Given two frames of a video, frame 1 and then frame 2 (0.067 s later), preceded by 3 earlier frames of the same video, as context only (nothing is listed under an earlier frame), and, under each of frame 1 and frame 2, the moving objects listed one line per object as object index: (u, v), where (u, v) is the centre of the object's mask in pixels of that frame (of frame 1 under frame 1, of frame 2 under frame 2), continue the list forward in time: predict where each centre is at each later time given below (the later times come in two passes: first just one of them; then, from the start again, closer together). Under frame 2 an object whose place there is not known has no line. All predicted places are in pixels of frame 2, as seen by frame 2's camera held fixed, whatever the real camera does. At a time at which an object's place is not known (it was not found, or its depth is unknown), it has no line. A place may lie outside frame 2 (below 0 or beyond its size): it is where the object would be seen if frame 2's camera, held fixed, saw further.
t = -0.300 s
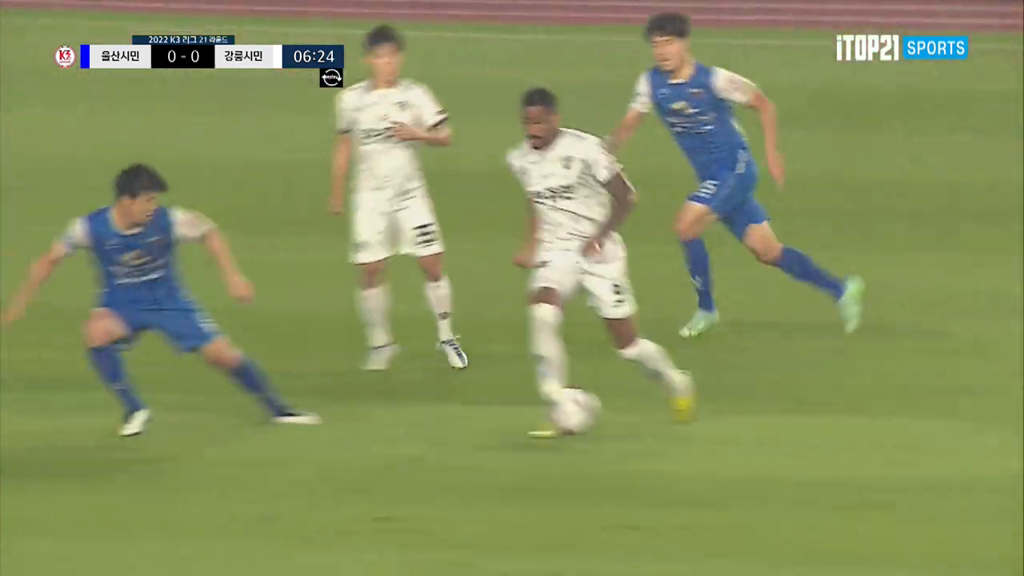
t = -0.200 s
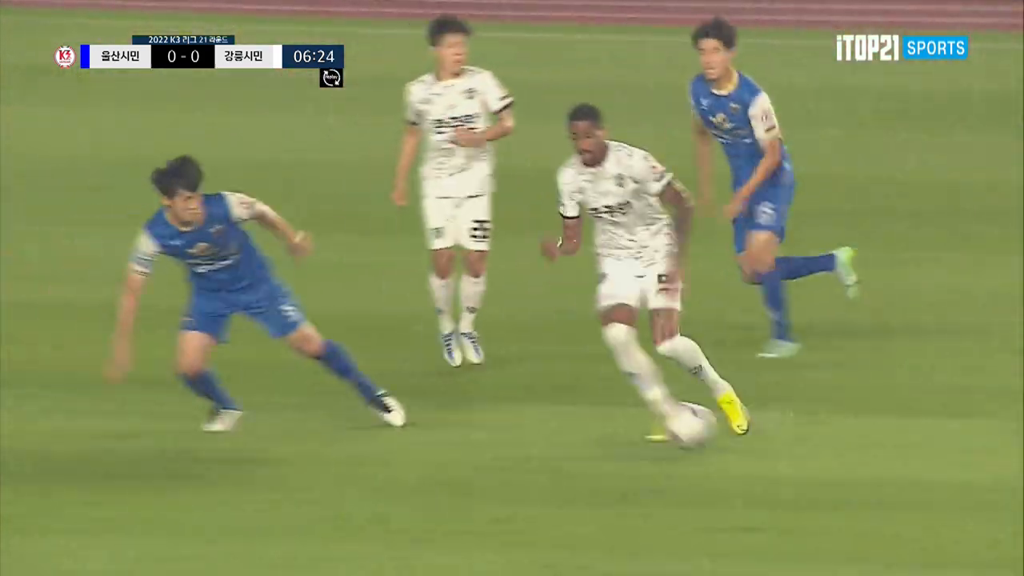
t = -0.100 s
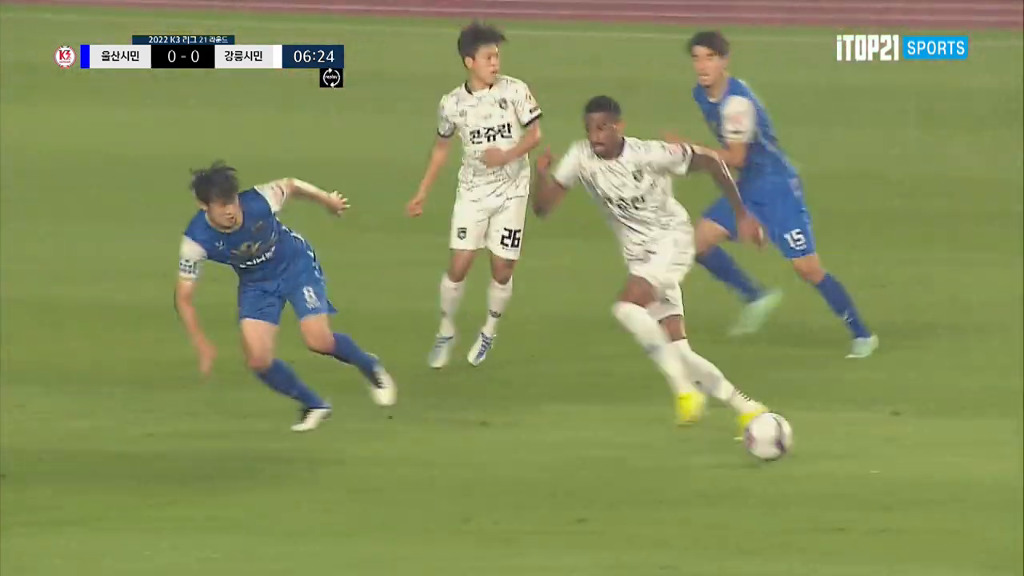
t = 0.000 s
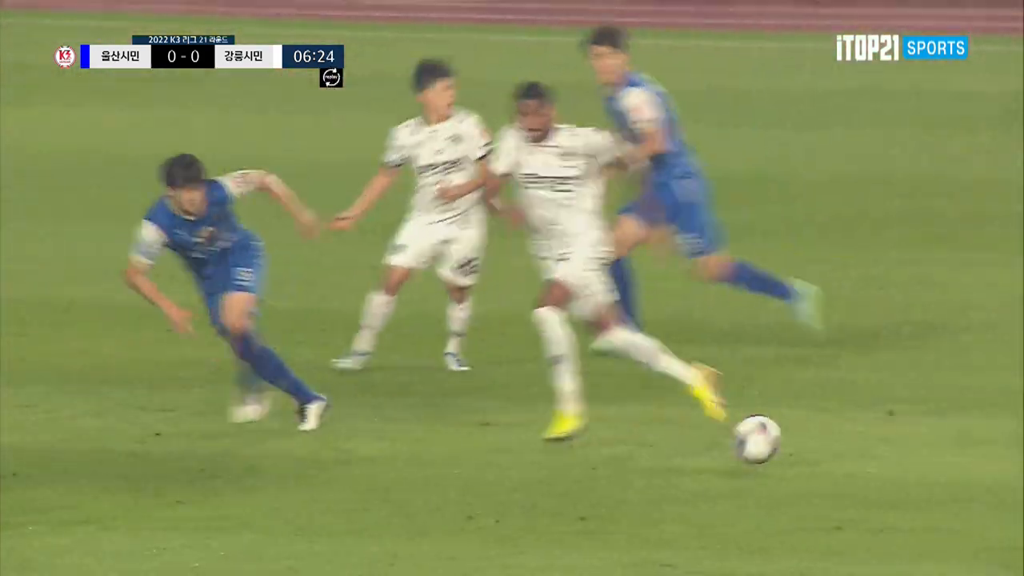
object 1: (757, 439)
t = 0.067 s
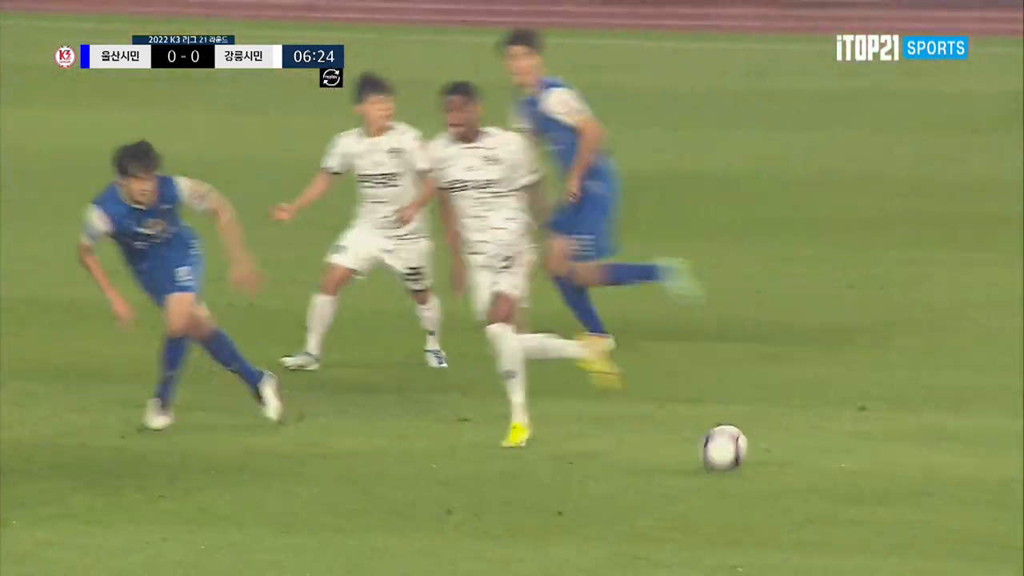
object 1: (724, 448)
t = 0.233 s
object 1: (711, 459)
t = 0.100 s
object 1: (720, 449)
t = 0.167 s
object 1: (715, 451)
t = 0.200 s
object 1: (713, 454)
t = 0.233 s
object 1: (711, 459)
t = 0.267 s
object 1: (708, 464)
